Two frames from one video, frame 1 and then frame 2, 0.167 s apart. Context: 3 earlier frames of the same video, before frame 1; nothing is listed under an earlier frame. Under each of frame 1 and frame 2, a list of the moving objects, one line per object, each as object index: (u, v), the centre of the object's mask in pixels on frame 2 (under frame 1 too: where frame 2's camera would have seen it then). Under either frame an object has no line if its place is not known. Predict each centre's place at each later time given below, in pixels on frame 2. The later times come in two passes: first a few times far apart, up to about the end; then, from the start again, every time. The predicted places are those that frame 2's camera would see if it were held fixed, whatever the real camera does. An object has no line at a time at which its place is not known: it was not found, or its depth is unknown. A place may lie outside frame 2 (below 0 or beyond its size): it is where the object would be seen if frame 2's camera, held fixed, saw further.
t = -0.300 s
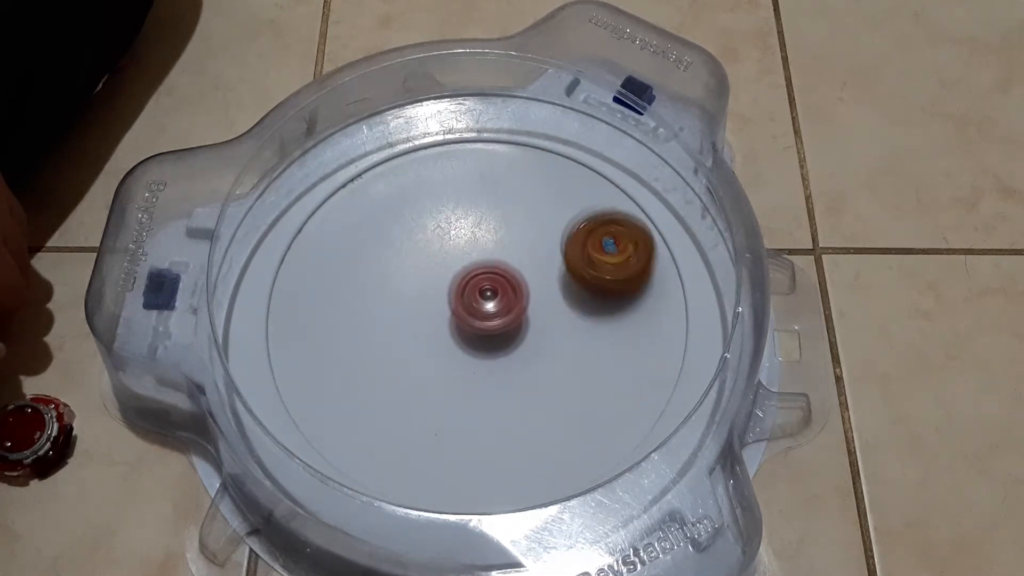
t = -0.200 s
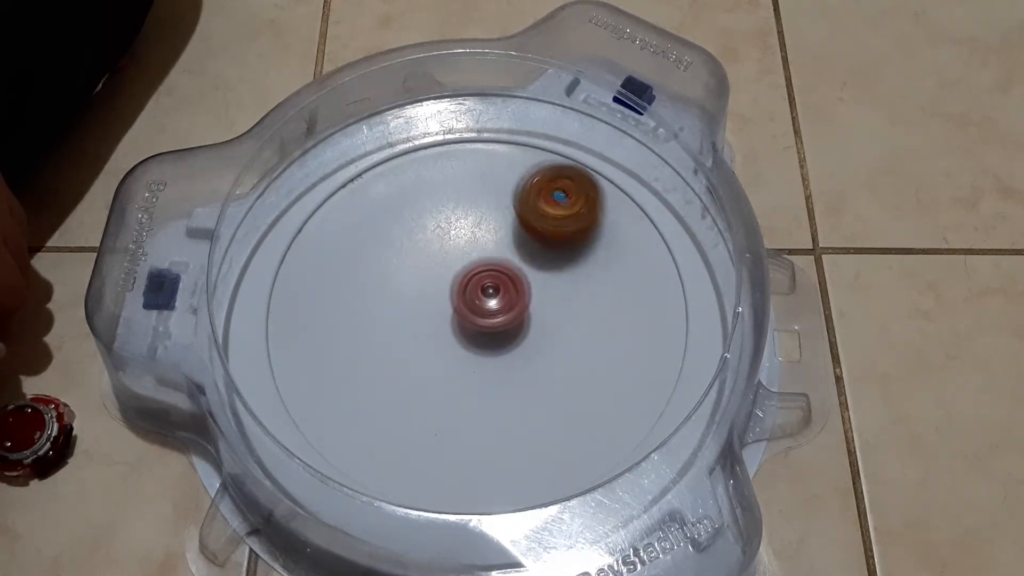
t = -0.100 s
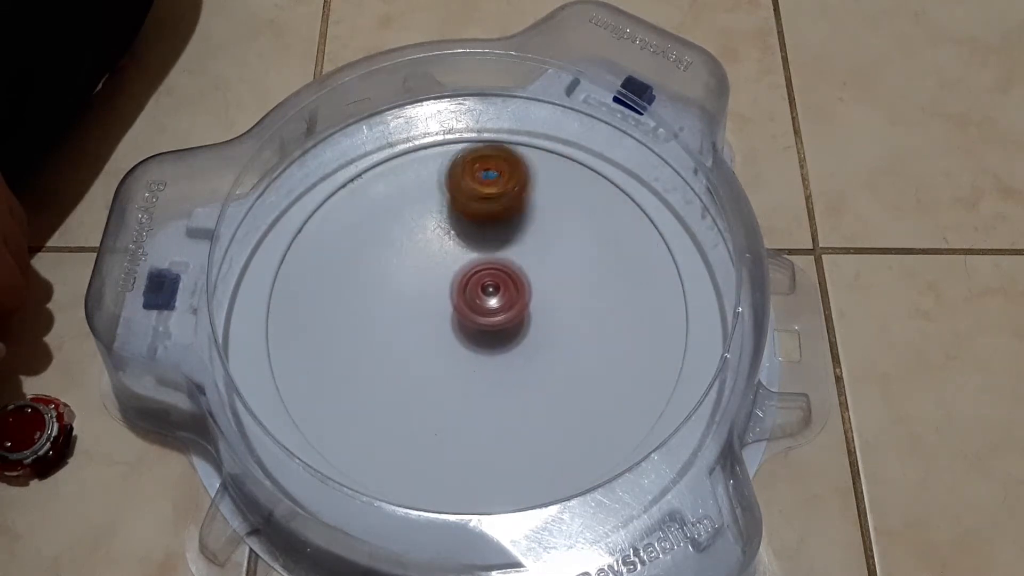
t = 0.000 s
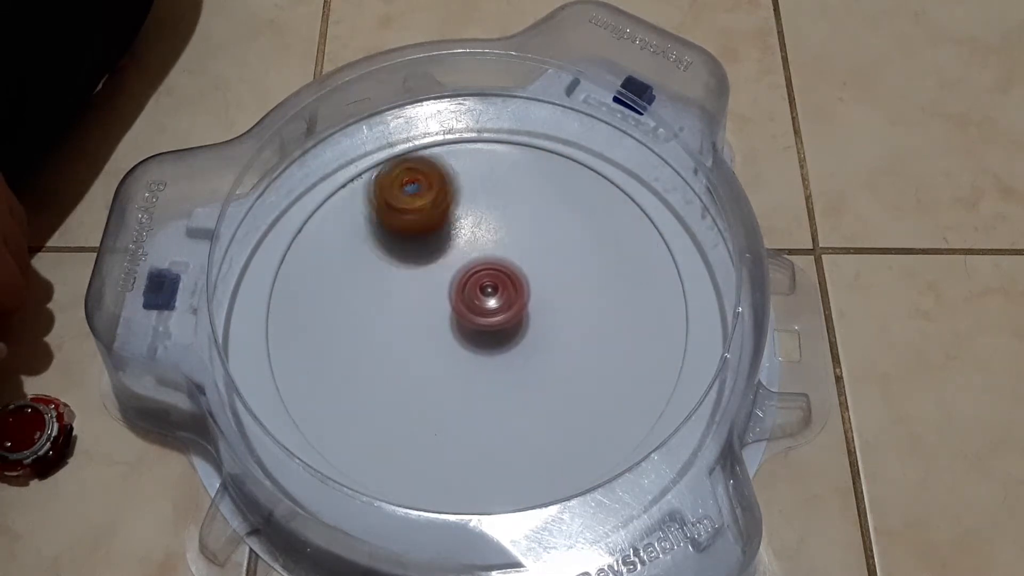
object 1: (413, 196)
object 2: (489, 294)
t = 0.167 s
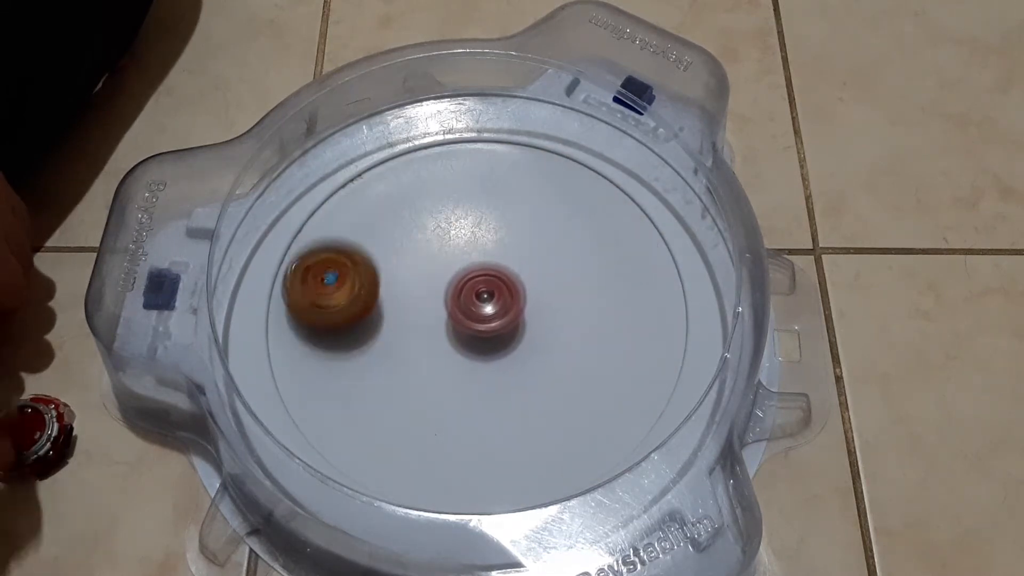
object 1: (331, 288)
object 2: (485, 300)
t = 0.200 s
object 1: (328, 312)
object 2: (485, 301)
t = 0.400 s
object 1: (419, 432)
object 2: (481, 311)
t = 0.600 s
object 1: (576, 400)
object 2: (480, 319)
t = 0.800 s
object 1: (611, 270)
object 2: (480, 325)
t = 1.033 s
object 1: (480, 186)
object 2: (478, 324)
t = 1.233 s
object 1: (354, 252)
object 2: (473, 320)
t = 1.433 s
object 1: (365, 388)
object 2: (468, 316)
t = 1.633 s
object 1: (514, 429)
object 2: (467, 314)
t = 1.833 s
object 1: (613, 328)
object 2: (468, 309)
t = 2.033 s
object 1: (558, 217)
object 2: (466, 305)
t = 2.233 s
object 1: (421, 205)
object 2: (468, 305)
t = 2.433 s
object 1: (340, 309)
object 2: (474, 306)
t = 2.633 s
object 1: (417, 421)
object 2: (483, 305)
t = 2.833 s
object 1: (564, 397)
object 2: (488, 304)
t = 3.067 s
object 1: (594, 260)
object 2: (487, 302)
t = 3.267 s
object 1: (484, 196)
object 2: (485, 306)
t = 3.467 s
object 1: (364, 254)
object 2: (482, 311)
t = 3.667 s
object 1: (370, 379)
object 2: (480, 315)
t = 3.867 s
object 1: (504, 423)
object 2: (477, 317)
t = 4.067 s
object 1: (600, 335)
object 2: (473, 318)
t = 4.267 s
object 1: (557, 227)
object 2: (470, 318)
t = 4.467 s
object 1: (432, 210)
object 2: (469, 317)
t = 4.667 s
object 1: (350, 303)
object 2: (472, 314)
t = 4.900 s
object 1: (437, 420)
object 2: (474, 308)
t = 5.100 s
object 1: (565, 387)
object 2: (476, 305)
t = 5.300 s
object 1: (588, 272)
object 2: (478, 304)
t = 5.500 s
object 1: (492, 205)
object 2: (480, 305)
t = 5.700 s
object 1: (378, 250)
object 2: (482, 304)
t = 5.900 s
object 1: (369, 365)
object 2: (482, 307)
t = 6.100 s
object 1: (487, 418)
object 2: (481, 309)
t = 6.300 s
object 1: (587, 346)
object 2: (480, 313)
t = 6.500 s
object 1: (562, 241)
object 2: (480, 316)
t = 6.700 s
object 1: (451, 212)
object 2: (477, 316)
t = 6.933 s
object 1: (359, 305)
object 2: (473, 315)
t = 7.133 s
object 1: (421, 404)
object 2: (470, 314)
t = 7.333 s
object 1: (544, 393)
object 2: (471, 313)
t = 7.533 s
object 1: (585, 293)
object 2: (473, 310)
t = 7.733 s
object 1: (511, 219)
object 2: (475, 308)
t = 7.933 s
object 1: (400, 240)
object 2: (478, 306)
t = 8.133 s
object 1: (369, 341)
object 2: (480, 305)
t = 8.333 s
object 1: (463, 409)
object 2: (482, 304)
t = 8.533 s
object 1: (569, 359)
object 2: (481, 306)
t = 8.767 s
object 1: (557, 248)
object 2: (478, 310)
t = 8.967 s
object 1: (457, 219)
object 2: (477, 316)
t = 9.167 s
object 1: (372, 285)
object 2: (476, 317)
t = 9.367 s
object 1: (403, 385)
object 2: (475, 319)
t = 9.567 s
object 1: (518, 399)
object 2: (475, 316)
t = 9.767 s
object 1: (580, 315)
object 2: (474, 312)
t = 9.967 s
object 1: (531, 234)
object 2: (473, 309)
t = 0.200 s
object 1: (328, 312)
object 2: (485, 301)
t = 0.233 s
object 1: (331, 337)
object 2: (484, 303)
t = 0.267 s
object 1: (339, 362)
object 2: (484, 304)
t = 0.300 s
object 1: (353, 385)
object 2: (483, 306)
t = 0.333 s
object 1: (371, 404)
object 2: (482, 307)
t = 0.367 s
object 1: (393, 420)
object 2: (482, 309)
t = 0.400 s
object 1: (419, 432)
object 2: (481, 311)
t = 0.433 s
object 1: (446, 439)
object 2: (481, 313)
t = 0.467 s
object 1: (474, 441)
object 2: (481, 315)
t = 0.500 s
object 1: (503, 438)
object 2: (481, 316)
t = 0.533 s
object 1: (530, 430)
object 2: (480, 317)
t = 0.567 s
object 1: (555, 416)
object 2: (480, 319)
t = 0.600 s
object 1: (576, 400)
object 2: (480, 319)
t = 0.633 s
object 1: (593, 381)
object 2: (480, 321)
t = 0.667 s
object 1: (606, 360)
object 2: (480, 321)
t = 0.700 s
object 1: (614, 337)
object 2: (480, 322)
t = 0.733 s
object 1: (618, 314)
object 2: (480, 324)
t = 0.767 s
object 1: (617, 291)
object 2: (480, 324)
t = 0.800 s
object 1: (611, 270)
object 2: (480, 325)
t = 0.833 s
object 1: (600, 251)
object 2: (479, 325)
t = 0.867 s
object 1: (587, 233)
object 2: (479, 325)
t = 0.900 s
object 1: (570, 218)
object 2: (479, 326)
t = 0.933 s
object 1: (550, 205)
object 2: (479, 325)
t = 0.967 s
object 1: (528, 195)
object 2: (479, 325)
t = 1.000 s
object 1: (505, 190)
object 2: (479, 325)
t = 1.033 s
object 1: (480, 186)
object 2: (478, 324)
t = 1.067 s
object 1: (456, 189)
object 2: (478, 324)
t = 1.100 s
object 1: (432, 194)
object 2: (477, 323)
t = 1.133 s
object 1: (409, 204)
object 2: (476, 322)
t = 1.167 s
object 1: (387, 217)
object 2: (476, 322)
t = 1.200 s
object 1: (369, 233)
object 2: (474, 321)
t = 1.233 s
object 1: (354, 252)
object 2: (473, 320)
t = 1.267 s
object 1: (343, 273)
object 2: (472, 319)
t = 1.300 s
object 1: (337, 297)
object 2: (471, 318)
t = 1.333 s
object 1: (336, 322)
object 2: (470, 318)
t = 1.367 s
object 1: (341, 345)
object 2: (469, 317)
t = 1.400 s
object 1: (351, 369)
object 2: (469, 316)
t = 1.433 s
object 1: (365, 388)
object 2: (468, 316)
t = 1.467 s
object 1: (384, 406)
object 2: (467, 316)
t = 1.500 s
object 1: (407, 421)
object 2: (467, 315)
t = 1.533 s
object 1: (432, 431)
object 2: (467, 315)
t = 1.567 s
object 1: (459, 434)
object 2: (467, 314)
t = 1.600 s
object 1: (487, 436)
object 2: (467, 314)
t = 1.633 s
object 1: (514, 429)
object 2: (467, 314)
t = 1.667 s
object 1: (539, 420)
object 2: (467, 314)
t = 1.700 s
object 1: (563, 408)
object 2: (467, 312)
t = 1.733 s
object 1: (581, 390)
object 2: (468, 312)
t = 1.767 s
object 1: (597, 371)
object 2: (468, 311)
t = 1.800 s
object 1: (607, 350)
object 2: (468, 311)
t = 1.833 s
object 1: (613, 328)
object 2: (468, 309)
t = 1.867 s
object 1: (614, 306)
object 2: (467, 308)
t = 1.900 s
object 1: (611, 285)
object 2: (467, 308)
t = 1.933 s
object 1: (603, 266)
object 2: (467, 307)
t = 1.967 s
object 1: (592, 247)
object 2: (467, 306)
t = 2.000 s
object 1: (576, 231)
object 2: (466, 306)
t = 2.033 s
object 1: (558, 217)
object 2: (466, 305)
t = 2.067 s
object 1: (538, 205)
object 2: (467, 305)
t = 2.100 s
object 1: (516, 198)
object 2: (467, 305)
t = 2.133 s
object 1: (492, 194)
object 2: (467, 305)
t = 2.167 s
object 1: (468, 194)
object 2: (467, 305)
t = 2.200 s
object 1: (444, 197)
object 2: (468, 305)
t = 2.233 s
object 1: (421, 205)
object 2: (468, 305)
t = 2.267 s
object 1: (400, 215)
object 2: (469, 305)
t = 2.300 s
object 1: (381, 228)
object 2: (470, 305)
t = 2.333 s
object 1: (364, 246)
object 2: (471, 306)
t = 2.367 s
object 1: (352, 265)
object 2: (472, 306)
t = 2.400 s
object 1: (343, 287)
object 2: (474, 306)
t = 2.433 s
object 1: (340, 309)
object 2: (474, 306)
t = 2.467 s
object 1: (341, 331)
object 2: (476, 306)
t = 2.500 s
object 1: (348, 352)
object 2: (477, 306)
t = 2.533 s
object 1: (359, 373)
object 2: (479, 306)
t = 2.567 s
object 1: (374, 392)
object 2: (480, 306)
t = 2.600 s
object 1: (394, 408)
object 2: (482, 306)
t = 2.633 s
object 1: (417, 421)
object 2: (483, 305)
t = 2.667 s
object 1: (443, 429)
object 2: (485, 305)
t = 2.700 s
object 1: (469, 431)
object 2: (486, 304)
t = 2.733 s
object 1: (495, 429)
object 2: (487, 305)
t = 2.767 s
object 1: (521, 423)
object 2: (487, 304)
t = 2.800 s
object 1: (544, 411)
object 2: (488, 304)
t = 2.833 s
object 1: (564, 397)
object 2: (488, 304)
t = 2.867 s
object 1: (580, 381)
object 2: (488, 304)
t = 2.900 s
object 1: (593, 362)
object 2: (488, 303)
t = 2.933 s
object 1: (602, 342)
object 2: (488, 303)
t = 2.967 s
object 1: (607, 320)
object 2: (488, 303)
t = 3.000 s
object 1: (606, 299)
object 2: (488, 303)
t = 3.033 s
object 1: (602, 279)
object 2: (488, 303)
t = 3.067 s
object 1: (594, 260)
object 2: (487, 302)
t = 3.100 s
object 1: (582, 243)
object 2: (487, 302)
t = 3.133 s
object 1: (566, 229)
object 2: (487, 304)
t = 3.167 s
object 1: (548, 216)
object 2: (486, 303)
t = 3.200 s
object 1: (528, 207)
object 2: (486, 305)
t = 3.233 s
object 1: (506, 200)
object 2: (486, 306)
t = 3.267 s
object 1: (484, 196)
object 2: (485, 306)
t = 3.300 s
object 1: (460, 197)
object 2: (484, 307)
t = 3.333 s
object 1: (438, 202)
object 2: (484, 307)
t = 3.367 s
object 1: (416, 211)
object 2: (483, 308)
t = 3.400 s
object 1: (396, 222)
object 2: (483, 309)
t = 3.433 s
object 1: (378, 236)
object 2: (483, 310)
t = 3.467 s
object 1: (364, 254)
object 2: (482, 311)
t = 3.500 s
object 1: (353, 274)
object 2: (482, 312)
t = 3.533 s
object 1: (346, 295)
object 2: (481, 312)
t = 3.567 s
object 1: (344, 315)
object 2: (481, 313)
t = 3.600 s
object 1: (348, 338)
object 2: (481, 313)
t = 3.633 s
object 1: (357, 359)
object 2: (481, 314)
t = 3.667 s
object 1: (370, 379)
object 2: (480, 315)
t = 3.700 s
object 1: (386, 396)
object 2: (480, 315)
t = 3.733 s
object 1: (407, 411)
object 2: (479, 315)
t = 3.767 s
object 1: (429, 421)
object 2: (479, 316)
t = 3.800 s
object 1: (453, 426)
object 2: (478, 316)
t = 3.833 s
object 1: (478, 428)
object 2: (478, 317)
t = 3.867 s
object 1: (504, 423)
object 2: (477, 317)
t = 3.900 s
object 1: (528, 417)
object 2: (476, 317)
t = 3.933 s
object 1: (549, 406)
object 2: (475, 317)
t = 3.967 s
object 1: (567, 391)
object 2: (475, 318)
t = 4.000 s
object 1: (581, 375)
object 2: (474, 318)
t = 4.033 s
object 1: (592, 357)
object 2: (473, 318)
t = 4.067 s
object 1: (600, 335)
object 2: (473, 318)
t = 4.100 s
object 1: (603, 314)
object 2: (472, 318)
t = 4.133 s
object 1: (602, 293)
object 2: (472, 318)
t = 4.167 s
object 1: (596, 273)
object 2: (471, 318)
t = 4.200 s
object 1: (586, 256)
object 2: (471, 317)
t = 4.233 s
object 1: (573, 240)
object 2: (471, 318)
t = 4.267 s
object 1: (557, 227)
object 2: (470, 318)
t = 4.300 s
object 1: (539, 216)
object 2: (470, 318)
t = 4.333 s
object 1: (519, 206)
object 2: (470, 318)
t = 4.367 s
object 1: (497, 203)
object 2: (469, 318)
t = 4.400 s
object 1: (475, 202)
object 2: (469, 318)
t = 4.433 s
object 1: (453, 204)
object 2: (470, 317)
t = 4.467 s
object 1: (432, 210)
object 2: (469, 317)
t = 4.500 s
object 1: (412, 220)
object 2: (470, 317)
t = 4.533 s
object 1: (393, 232)
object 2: (471, 316)
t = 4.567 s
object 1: (377, 247)
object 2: (471, 315)
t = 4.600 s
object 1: (364, 264)
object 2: (471, 315)
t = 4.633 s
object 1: (355, 283)
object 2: (472, 315)
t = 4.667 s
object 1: (350, 303)
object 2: (472, 314)
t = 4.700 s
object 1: (350, 324)
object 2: (472, 313)
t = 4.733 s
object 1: (355, 344)
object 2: (472, 313)
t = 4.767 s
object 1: (363, 365)
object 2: (473, 312)
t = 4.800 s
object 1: (377, 383)
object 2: (473, 311)
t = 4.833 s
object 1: (394, 398)
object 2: (473, 310)
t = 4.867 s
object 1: (415, 411)
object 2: (474, 309)
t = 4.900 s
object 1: (437, 420)
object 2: (474, 308)
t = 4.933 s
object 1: (459, 424)
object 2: (474, 308)
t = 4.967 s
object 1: (483, 425)
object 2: (475, 307)
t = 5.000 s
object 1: (507, 418)
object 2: (475, 306)
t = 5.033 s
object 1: (528, 411)
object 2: (475, 306)
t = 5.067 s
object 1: (548, 398)
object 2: (476, 305)
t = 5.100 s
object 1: (565, 387)
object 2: (476, 305)
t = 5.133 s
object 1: (579, 371)
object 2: (476, 305)
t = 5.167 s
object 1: (589, 353)
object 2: (477, 304)
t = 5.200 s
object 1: (596, 330)
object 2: (477, 304)
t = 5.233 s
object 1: (598, 310)
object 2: (478, 304)
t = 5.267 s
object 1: (595, 291)
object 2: (478, 303)
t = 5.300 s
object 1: (588, 272)
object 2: (478, 304)
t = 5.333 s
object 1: (578, 255)
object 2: (478, 304)
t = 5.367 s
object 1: (565, 241)
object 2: (479, 303)
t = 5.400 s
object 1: (550, 229)
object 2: (479, 304)
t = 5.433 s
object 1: (533, 218)
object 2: (479, 304)
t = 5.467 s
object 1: (513, 210)
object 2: (479, 304)
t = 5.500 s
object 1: (492, 205)
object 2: (480, 305)
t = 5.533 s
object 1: (471, 205)
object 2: (481, 304)
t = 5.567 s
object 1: (450, 206)
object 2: (481, 304)
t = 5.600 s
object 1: (429, 214)
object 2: (482, 304)
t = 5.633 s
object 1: (409, 223)
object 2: (482, 303)
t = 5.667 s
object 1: (392, 235)
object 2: (482, 304)
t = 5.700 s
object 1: (378, 250)
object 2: (482, 304)
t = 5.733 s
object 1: (366, 268)
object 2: (482, 305)
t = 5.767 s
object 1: (358, 285)
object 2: (482, 305)
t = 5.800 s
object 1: (354, 305)
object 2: (482, 305)
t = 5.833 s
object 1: (355, 325)
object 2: (482, 305)
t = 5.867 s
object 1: (361, 345)
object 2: (482, 306)
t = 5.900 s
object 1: (369, 365)
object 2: (482, 307)
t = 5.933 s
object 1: (383, 381)
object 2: (482, 307)
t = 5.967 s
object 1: (401, 396)
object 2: (482, 308)
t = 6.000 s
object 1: (420, 408)
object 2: (482, 308)
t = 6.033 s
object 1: (441, 416)
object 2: (481, 308)
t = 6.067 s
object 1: (463, 419)
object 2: (481, 309)
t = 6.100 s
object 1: (487, 418)
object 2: (481, 309)
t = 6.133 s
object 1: (508, 413)
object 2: (480, 310)
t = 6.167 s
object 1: (530, 406)
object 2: (480, 311)
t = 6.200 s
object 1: (548, 395)
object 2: (480, 312)
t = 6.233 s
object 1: (565, 379)
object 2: (480, 313)
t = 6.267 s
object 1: (577, 366)
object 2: (480, 313)
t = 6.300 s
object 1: (587, 346)
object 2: (480, 313)
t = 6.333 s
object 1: (592, 326)
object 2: (480, 314)
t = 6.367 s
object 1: (593, 308)
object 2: (480, 315)
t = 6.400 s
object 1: (590, 291)
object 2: (480, 315)
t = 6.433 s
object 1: (585, 272)
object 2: (480, 315)
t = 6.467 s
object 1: (575, 255)
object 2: (480, 316)
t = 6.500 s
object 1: (562, 241)
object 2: (480, 316)
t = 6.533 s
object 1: (548, 229)
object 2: (479, 316)
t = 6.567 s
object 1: (531, 221)
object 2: (479, 316)
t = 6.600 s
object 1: (511, 214)
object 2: (478, 317)
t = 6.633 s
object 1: (493, 210)
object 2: (478, 317)
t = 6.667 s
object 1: (472, 209)
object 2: (477, 317)
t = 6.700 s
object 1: (451, 212)
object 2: (477, 316)
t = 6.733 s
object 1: (432, 218)
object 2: (477, 316)
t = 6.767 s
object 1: (413, 226)
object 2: (476, 315)
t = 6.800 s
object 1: (396, 238)
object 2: (476, 316)
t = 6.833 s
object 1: (381, 253)
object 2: (475, 314)
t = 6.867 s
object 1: (371, 270)
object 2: (475, 315)
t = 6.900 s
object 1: (363, 287)
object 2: (474, 314)
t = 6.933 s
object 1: (359, 305)
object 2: (473, 315)
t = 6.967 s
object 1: (360, 325)
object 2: (472, 314)
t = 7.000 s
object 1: (365, 344)
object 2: (471, 315)
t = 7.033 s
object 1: (374, 363)
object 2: (471, 315)
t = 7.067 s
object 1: (386, 379)
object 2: (470, 315)
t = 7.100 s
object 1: (402, 394)
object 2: (469, 315)
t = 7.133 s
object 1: (421, 404)
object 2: (470, 314)
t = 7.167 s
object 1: (440, 410)
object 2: (470, 314)
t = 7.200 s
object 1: (462, 416)
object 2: (470, 314)
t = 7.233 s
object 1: (484, 415)
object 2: (470, 314)
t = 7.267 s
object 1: (506, 411)
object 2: (469, 314)
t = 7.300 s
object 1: (526, 403)
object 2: (470, 313)
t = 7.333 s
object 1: (544, 393)
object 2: (471, 313)
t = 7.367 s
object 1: (560, 379)
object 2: (471, 312)
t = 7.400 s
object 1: (571, 363)
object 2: (471, 312)
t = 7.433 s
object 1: (581, 347)
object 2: (471, 312)
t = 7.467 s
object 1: (587, 328)
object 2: (472, 310)
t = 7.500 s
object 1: (588, 309)
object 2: (473, 310)
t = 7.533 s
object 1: (585, 293)
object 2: (473, 310)
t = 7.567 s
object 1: (580, 276)
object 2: (473, 309)
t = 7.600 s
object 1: (571, 263)
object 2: (473, 309)
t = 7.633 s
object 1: (559, 248)
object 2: (474, 308)
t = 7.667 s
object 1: (545, 235)
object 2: (474, 308)
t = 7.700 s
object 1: (529, 226)
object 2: (474, 308)
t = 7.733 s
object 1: (511, 219)
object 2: (475, 308)
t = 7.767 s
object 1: (491, 215)
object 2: (475, 308)
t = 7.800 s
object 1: (473, 213)
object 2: (476, 306)
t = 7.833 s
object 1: (454, 215)
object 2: (477, 307)
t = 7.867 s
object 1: (433, 221)
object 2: (477, 307)
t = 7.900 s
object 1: (416, 228)
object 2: (478, 306)
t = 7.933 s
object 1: (400, 240)
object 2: (478, 306)
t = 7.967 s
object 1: (385, 254)
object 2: (478, 305)
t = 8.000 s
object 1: (375, 270)
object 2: (479, 305)
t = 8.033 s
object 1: (367, 285)
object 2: (480, 305)
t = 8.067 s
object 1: (363, 304)
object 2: (479, 305)
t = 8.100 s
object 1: (363, 323)
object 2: (480, 305)
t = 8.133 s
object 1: (369, 341)
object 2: (480, 305)
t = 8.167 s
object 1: (377, 360)
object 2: (480, 305)
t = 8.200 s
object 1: (389, 376)
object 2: (481, 304)
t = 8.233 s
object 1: (405, 386)
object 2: (482, 305)
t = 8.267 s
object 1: (422, 399)
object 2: (482, 304)
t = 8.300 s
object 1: (441, 408)
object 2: (482, 304)
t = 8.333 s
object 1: (463, 409)
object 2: (482, 304)
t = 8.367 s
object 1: (484, 409)
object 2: (482, 304)
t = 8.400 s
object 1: (505, 404)
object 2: (482, 304)
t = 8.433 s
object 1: (524, 398)
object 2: (483, 304)
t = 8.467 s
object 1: (541, 388)
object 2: (482, 305)
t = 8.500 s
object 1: (557, 375)
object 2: (482, 306)
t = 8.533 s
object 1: (569, 359)
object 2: (481, 306)
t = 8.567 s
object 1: (578, 343)
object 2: (481, 307)
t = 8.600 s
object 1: (583, 326)
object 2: (480, 307)
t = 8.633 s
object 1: (584, 311)
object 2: (480, 307)
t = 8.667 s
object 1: (584, 291)
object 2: (480, 308)
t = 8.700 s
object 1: (578, 276)
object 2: (479, 309)
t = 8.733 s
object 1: (569, 262)
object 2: (479, 309)
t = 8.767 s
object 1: (557, 248)
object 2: (478, 310)
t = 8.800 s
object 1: (545, 238)
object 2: (477, 311)
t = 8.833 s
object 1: (529, 227)
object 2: (477, 312)
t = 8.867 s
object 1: (513, 220)
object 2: (477, 313)
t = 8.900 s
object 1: (493, 216)
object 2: (478, 314)
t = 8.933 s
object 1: (474, 216)
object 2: (478, 315)
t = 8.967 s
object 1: (457, 219)
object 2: (477, 316)
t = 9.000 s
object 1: (437, 223)
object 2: (477, 316)
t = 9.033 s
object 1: (420, 230)
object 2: (477, 317)
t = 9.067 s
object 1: (404, 242)
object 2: (476, 317)
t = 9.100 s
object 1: (391, 255)
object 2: (475, 316)
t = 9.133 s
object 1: (380, 270)
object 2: (476, 317)
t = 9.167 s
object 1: (372, 285)
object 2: (476, 317)
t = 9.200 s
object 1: (368, 303)
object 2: (476, 318)
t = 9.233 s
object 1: (368, 319)
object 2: (476, 318)
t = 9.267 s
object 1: (372, 339)
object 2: (476, 318)
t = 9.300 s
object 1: (380, 357)
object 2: (475, 319)
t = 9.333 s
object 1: (391, 370)
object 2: (475, 319)
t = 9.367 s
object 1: (403, 385)
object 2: (475, 319)
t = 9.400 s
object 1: (421, 396)
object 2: (475, 318)
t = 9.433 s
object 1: (438, 404)
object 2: (475, 318)
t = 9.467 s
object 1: (458, 407)
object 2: (476, 318)
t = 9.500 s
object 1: (478, 408)
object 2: (475, 317)
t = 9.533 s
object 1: (498, 405)
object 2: (475, 316)
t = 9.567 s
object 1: (518, 399)
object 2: (475, 316)
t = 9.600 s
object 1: (536, 390)
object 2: (475, 315)
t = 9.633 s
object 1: (550, 378)
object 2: (475, 315)
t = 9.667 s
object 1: (563, 365)
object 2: (475, 314)
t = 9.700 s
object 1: (573, 348)
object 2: (474, 313)
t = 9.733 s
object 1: (579, 333)
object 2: (474, 313)
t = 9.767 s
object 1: (580, 315)
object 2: (474, 312)
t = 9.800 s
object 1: (579, 300)
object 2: (474, 311)
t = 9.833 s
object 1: (576, 283)
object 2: (474, 310)
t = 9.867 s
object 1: (568, 269)
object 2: (474, 310)
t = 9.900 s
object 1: (557, 254)
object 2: (473, 310)
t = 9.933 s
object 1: (544, 244)
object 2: (472, 309)
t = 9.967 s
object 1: (531, 234)
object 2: (473, 309)
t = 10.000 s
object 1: (514, 227)
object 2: (473, 309)
